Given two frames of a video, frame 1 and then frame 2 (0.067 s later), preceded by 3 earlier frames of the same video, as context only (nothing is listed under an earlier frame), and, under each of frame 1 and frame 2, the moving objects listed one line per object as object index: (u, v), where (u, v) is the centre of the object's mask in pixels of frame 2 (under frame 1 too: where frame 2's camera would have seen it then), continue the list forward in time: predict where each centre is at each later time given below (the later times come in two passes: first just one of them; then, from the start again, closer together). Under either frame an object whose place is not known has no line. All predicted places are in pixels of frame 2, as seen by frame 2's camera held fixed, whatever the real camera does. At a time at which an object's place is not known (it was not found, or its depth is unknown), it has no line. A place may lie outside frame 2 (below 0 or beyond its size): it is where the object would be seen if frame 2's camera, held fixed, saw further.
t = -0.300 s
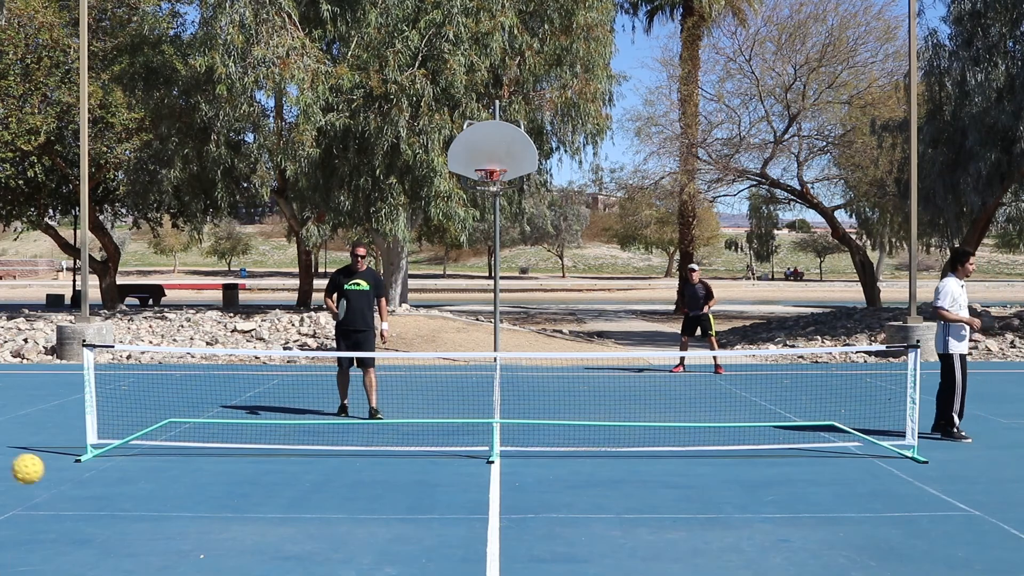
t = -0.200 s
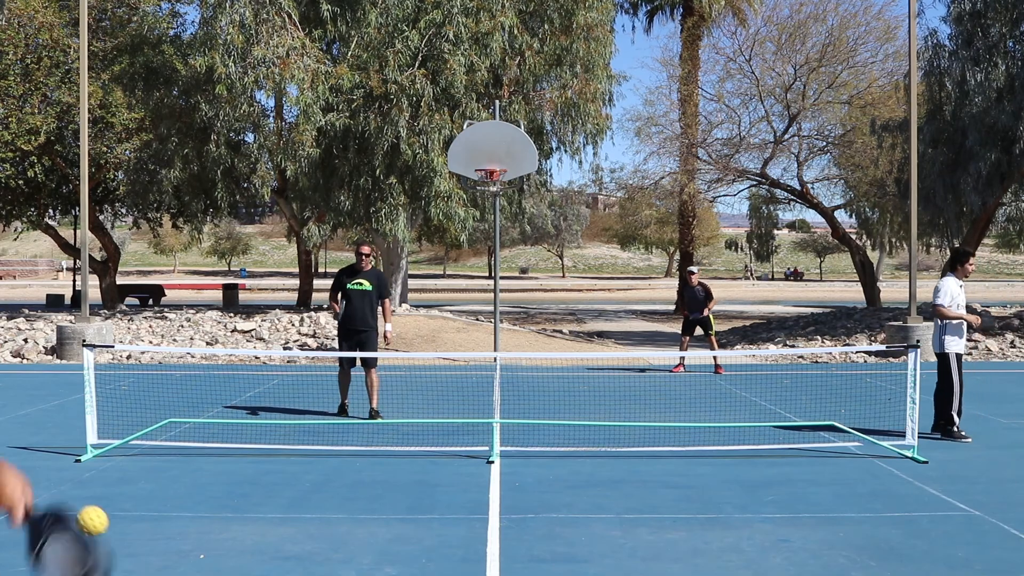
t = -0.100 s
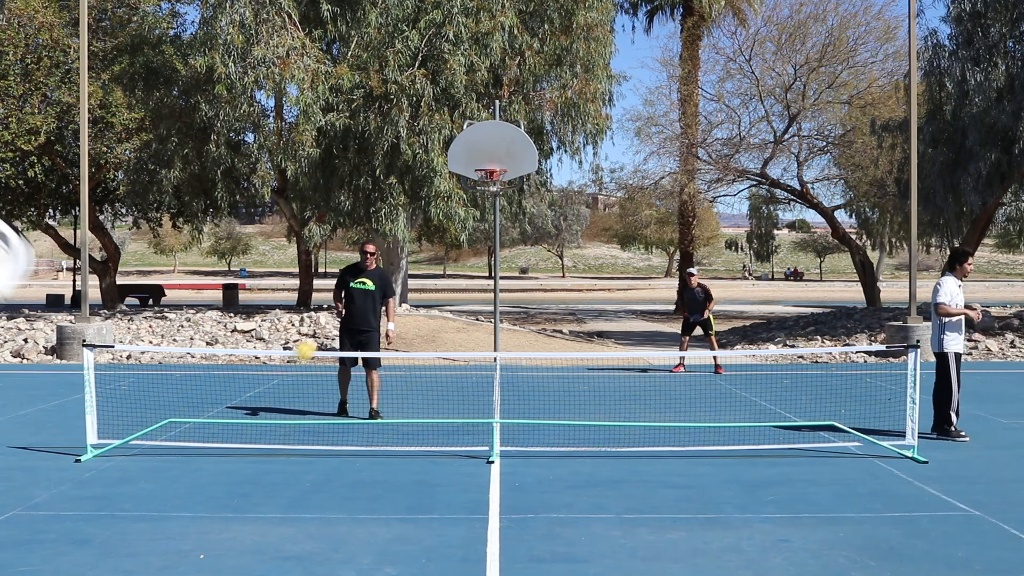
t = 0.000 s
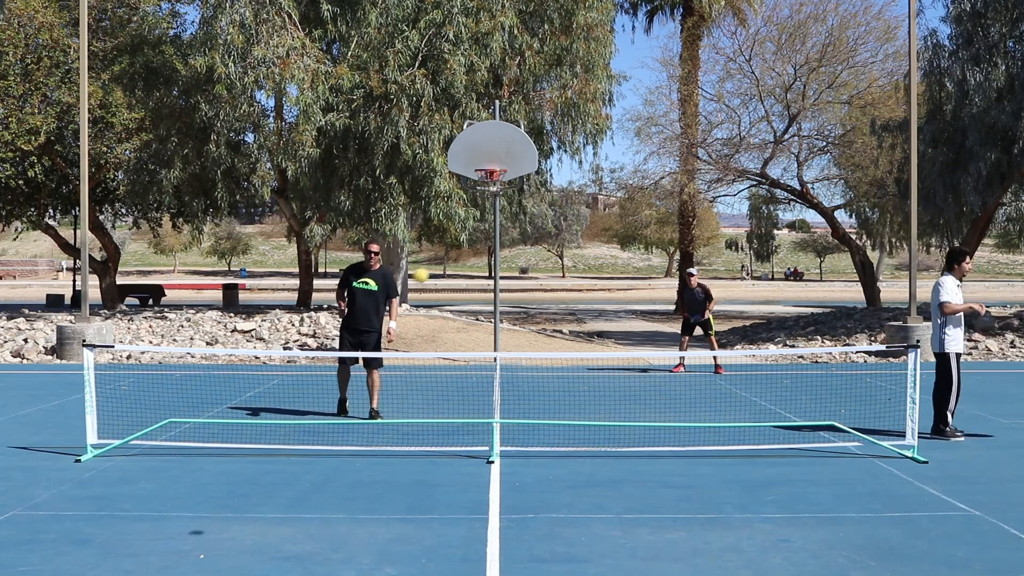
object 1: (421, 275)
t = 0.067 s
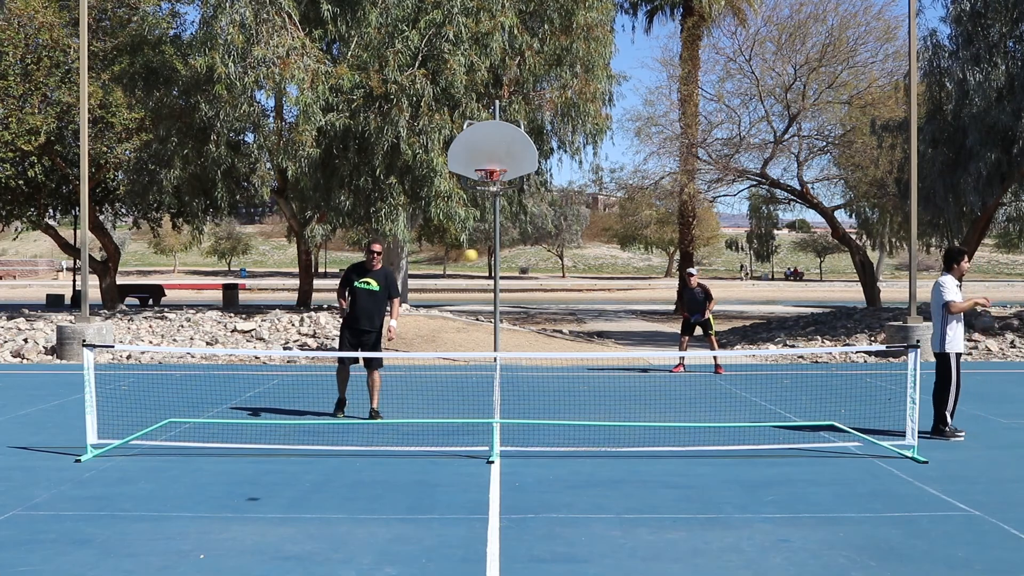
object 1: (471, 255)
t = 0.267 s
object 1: (563, 257)
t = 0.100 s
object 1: (491, 250)
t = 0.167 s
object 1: (524, 248)
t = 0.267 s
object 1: (563, 257)
